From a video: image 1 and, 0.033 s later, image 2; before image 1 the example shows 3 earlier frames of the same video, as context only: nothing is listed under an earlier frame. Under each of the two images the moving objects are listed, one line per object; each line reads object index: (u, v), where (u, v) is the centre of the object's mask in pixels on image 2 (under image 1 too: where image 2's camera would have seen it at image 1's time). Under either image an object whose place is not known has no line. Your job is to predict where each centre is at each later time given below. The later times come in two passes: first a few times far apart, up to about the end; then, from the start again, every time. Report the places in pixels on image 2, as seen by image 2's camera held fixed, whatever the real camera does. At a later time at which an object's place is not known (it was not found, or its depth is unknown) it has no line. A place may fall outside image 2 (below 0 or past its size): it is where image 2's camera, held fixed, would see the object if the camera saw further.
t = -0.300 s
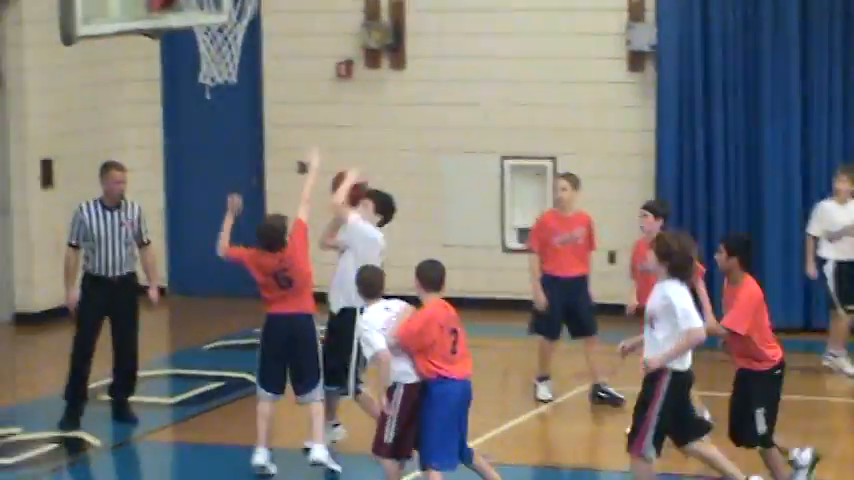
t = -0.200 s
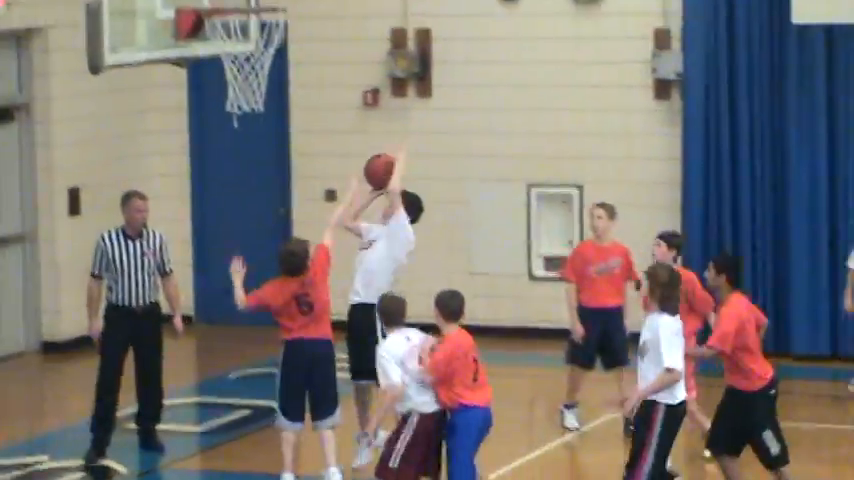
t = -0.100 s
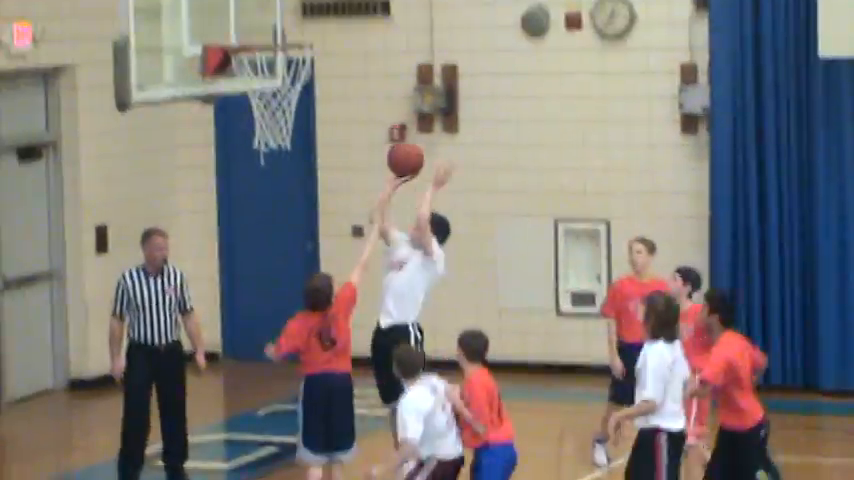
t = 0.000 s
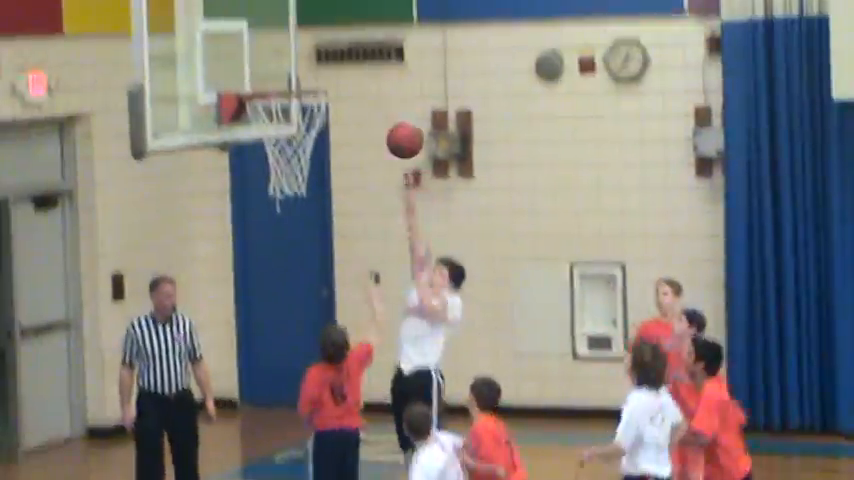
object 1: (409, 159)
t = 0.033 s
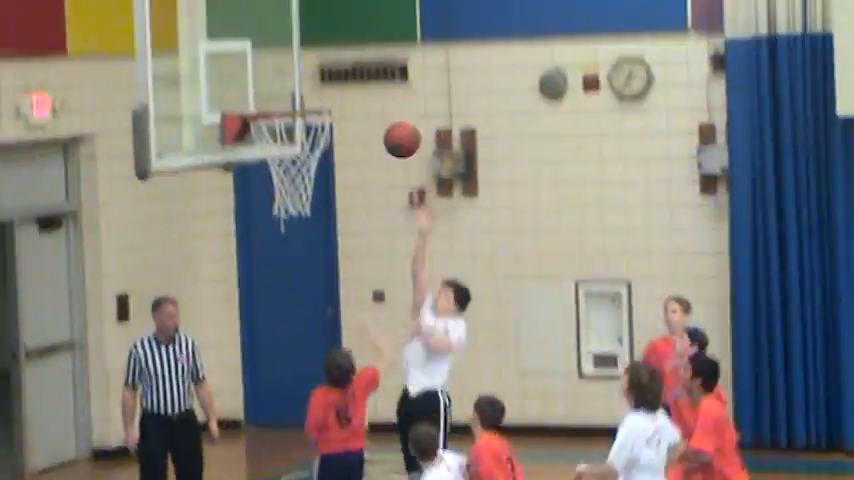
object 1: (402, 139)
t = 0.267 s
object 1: (351, 45)
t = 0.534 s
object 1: (293, 45)
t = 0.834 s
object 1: (271, 50)
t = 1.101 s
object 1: (288, 72)
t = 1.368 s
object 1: (310, 107)
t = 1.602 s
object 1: (335, 212)
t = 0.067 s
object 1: (395, 121)
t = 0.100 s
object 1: (388, 104)
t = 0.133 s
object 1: (381, 89)
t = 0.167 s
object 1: (374, 76)
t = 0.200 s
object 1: (366, 63)
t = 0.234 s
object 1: (358, 55)
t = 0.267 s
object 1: (351, 45)
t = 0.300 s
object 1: (343, 39)
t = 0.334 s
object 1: (337, 34)
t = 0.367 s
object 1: (330, 31)
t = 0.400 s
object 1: (322, 30)
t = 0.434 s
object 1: (316, 31)
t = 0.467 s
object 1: (308, 34)
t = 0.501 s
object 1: (300, 39)
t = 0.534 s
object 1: (293, 45)
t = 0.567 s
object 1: (286, 54)
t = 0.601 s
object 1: (279, 65)
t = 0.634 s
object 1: (272, 77)
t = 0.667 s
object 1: (265, 91)
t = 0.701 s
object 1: (264, 87)
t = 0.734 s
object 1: (265, 75)
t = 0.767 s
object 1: (267, 65)
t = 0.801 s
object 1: (269, 56)
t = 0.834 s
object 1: (271, 50)
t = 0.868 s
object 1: (272, 46)
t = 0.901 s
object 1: (275, 44)
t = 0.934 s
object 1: (277, 44)
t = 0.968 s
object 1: (280, 46)
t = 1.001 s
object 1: (281, 49)
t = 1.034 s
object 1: (284, 55)
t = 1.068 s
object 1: (286, 62)
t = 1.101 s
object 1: (288, 72)
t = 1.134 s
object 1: (291, 83)
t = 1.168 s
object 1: (294, 93)
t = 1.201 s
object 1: (296, 92)
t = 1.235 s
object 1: (298, 91)
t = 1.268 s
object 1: (301, 92)
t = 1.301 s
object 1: (305, 95)
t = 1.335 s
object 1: (307, 99)
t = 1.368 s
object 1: (310, 107)
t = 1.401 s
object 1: (313, 116)
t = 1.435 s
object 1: (316, 127)
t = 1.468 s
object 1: (320, 141)
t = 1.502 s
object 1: (322, 154)
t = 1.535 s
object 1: (327, 170)
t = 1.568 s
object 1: (332, 190)
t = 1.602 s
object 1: (335, 212)
